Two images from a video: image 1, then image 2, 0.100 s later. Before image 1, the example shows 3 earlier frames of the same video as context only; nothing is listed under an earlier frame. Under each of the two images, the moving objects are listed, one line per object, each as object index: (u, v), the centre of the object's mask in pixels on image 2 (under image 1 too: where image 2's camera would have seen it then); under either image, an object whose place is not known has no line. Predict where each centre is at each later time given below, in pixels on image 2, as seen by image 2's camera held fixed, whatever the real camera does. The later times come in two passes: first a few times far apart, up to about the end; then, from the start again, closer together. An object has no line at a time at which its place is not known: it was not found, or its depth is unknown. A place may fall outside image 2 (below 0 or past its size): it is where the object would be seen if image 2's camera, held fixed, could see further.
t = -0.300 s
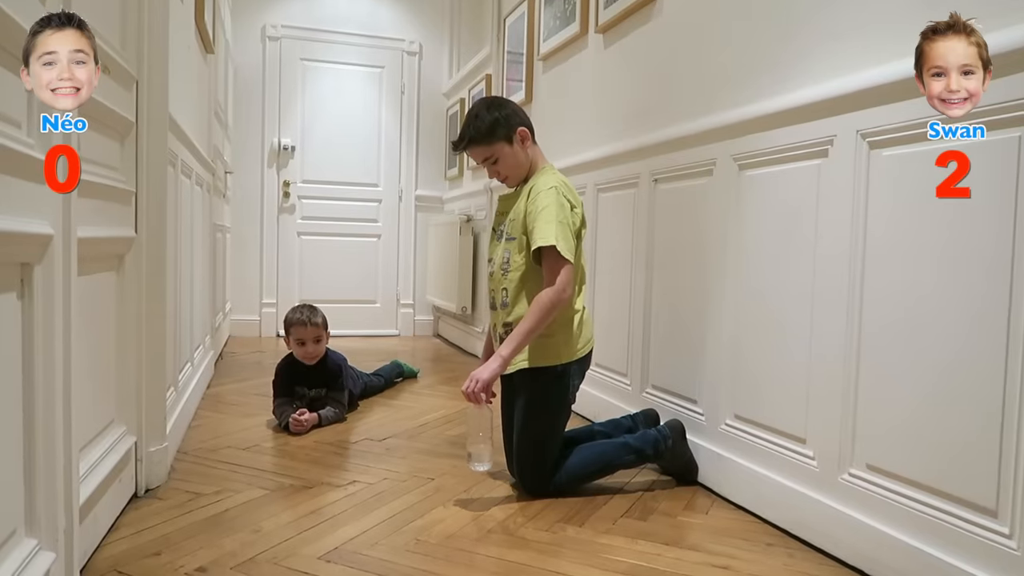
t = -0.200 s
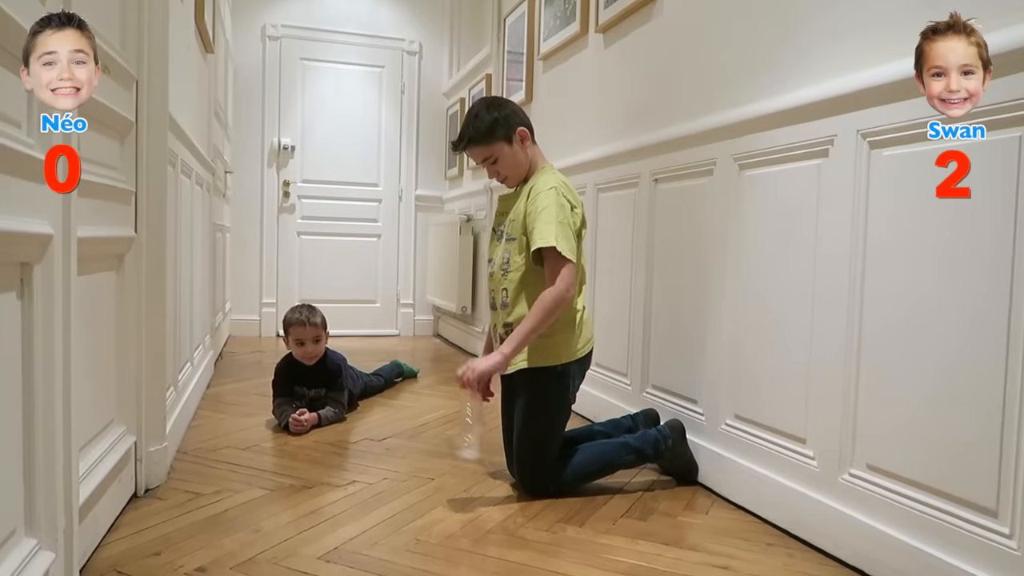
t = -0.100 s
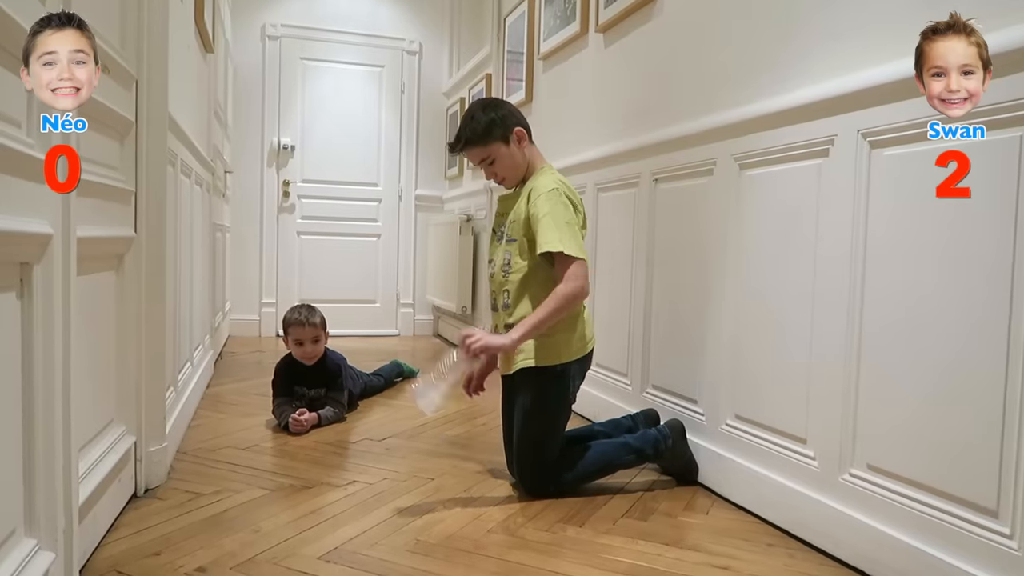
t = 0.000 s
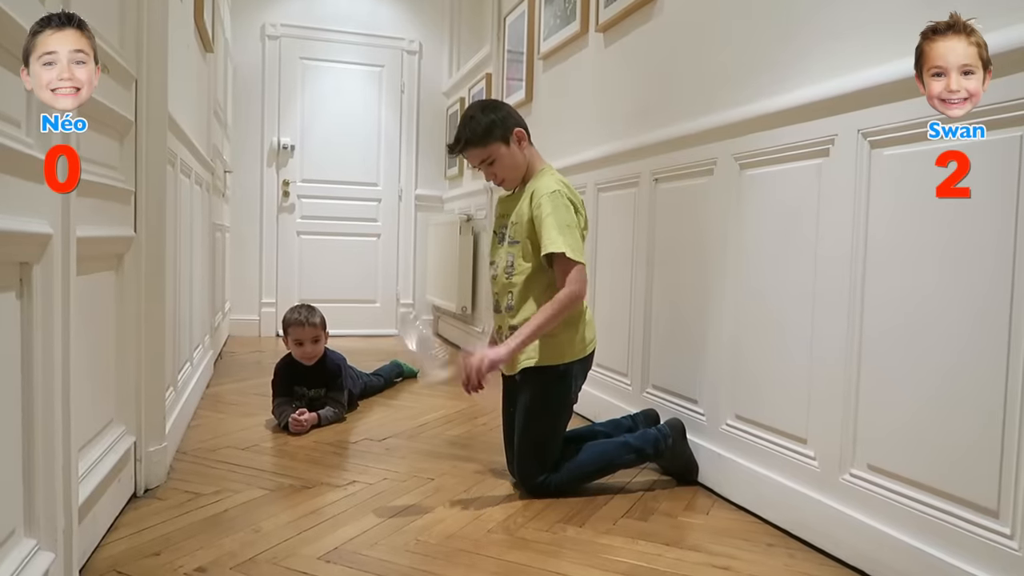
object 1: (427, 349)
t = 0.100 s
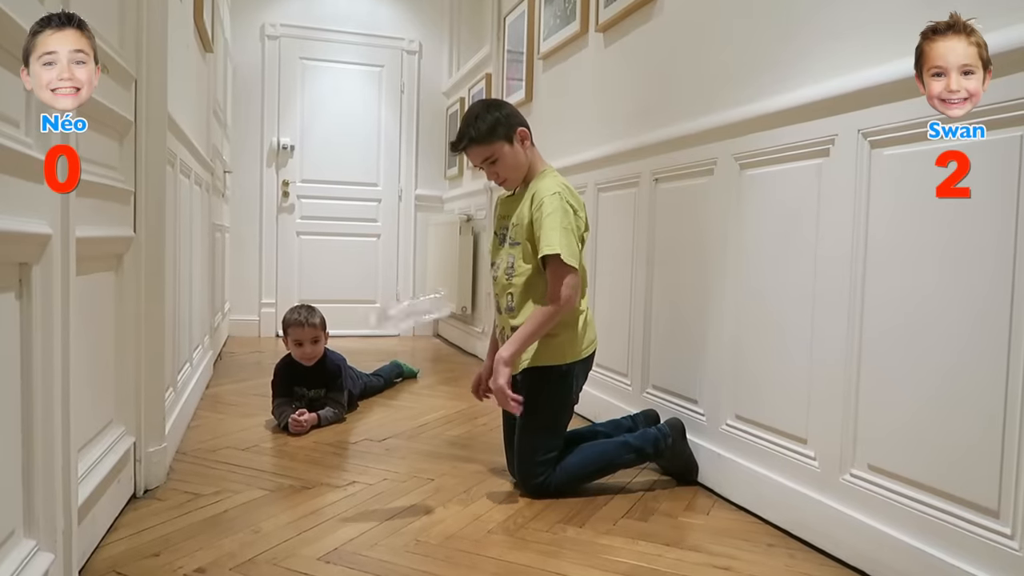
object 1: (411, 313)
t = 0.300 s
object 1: (439, 382)
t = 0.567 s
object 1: (495, 516)
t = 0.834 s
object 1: (515, 529)
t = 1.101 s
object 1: (520, 535)
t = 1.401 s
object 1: (524, 541)
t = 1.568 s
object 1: (526, 544)
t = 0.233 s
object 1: (431, 336)
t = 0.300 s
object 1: (439, 382)
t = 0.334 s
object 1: (443, 412)
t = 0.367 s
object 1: (447, 450)
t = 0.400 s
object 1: (451, 492)
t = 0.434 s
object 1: (460, 501)
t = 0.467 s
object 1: (470, 504)
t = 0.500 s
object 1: (479, 511)
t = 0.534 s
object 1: (486, 514)
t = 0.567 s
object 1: (495, 516)
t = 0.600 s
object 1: (500, 518)
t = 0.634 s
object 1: (504, 524)
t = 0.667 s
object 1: (508, 524)
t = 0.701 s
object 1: (510, 525)
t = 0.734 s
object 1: (511, 526)
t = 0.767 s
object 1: (512, 527)
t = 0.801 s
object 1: (514, 527)
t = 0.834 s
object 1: (515, 529)
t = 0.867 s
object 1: (515, 529)
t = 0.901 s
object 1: (516, 530)
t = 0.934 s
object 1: (517, 531)
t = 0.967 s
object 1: (517, 532)
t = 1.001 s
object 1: (519, 533)
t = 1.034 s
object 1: (519, 533)
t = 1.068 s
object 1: (519, 534)
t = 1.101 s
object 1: (520, 535)
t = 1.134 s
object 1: (520, 536)
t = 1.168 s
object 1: (521, 537)
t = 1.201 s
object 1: (521, 537)
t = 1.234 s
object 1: (522, 538)
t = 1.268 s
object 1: (522, 538)
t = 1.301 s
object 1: (523, 540)
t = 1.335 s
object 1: (523, 540)
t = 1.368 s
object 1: (524, 541)
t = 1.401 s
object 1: (524, 541)
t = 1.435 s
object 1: (524, 541)
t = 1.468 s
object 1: (525, 542)
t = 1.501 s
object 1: (526, 543)
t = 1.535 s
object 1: (526, 544)
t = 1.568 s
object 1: (526, 544)
